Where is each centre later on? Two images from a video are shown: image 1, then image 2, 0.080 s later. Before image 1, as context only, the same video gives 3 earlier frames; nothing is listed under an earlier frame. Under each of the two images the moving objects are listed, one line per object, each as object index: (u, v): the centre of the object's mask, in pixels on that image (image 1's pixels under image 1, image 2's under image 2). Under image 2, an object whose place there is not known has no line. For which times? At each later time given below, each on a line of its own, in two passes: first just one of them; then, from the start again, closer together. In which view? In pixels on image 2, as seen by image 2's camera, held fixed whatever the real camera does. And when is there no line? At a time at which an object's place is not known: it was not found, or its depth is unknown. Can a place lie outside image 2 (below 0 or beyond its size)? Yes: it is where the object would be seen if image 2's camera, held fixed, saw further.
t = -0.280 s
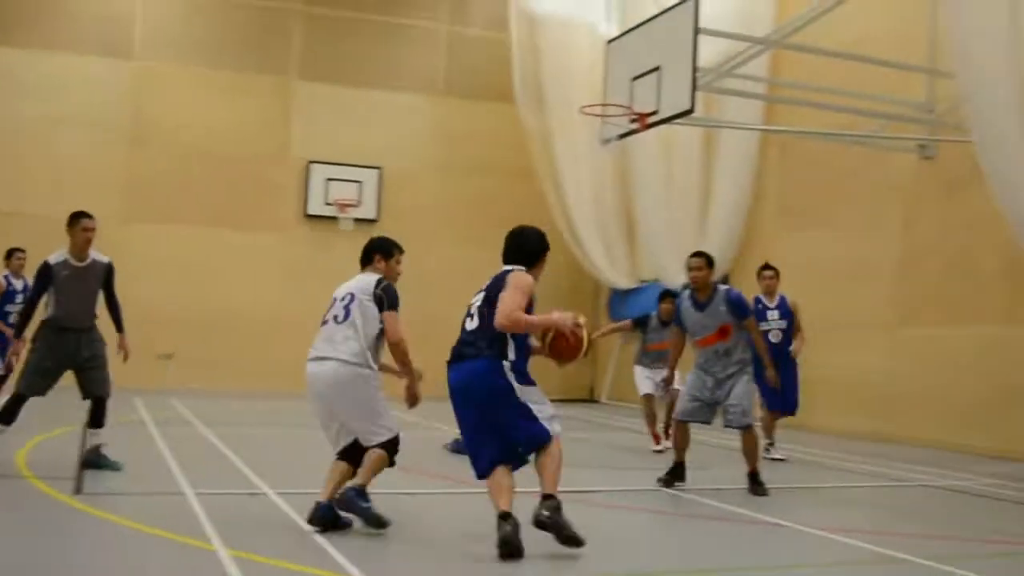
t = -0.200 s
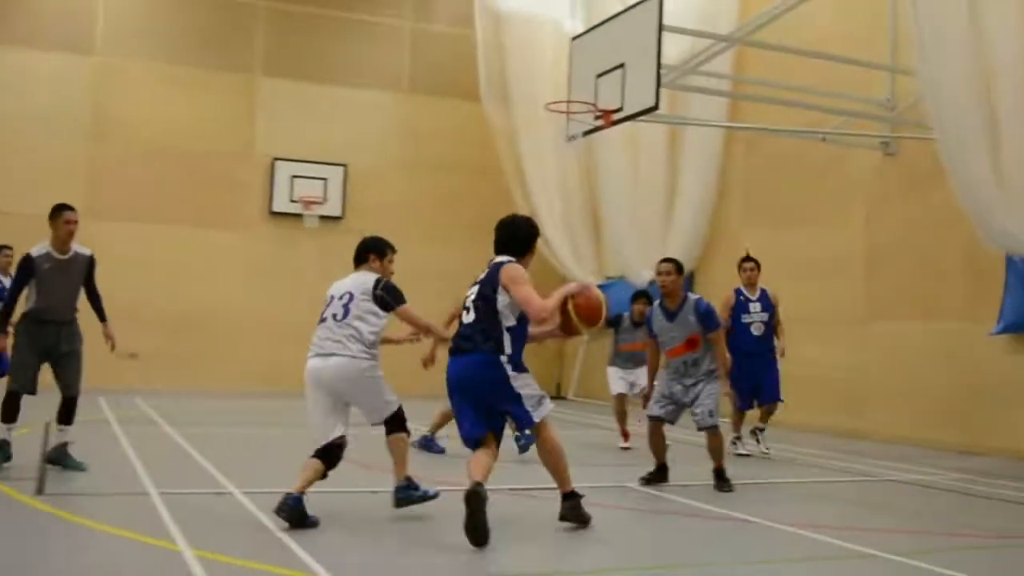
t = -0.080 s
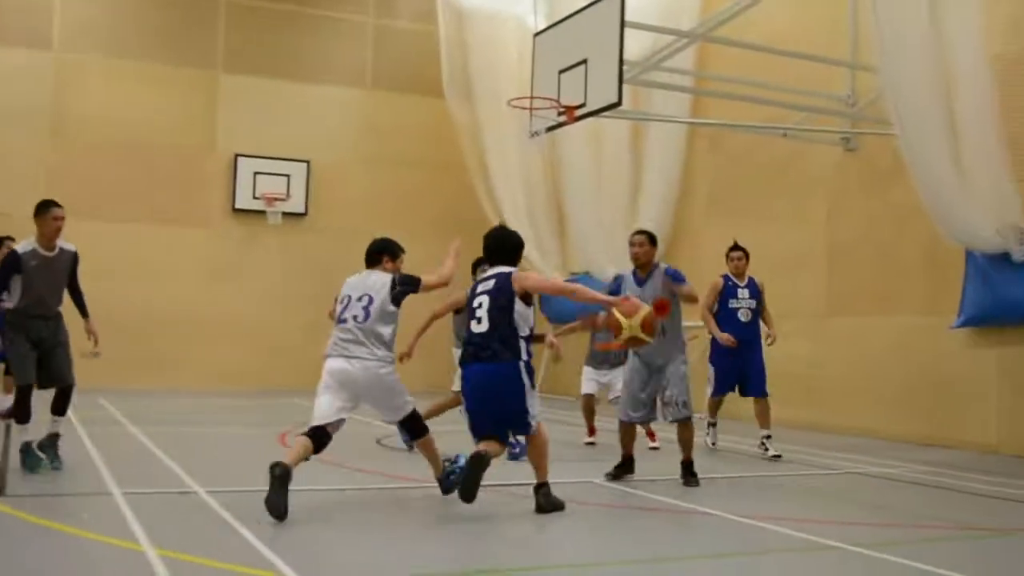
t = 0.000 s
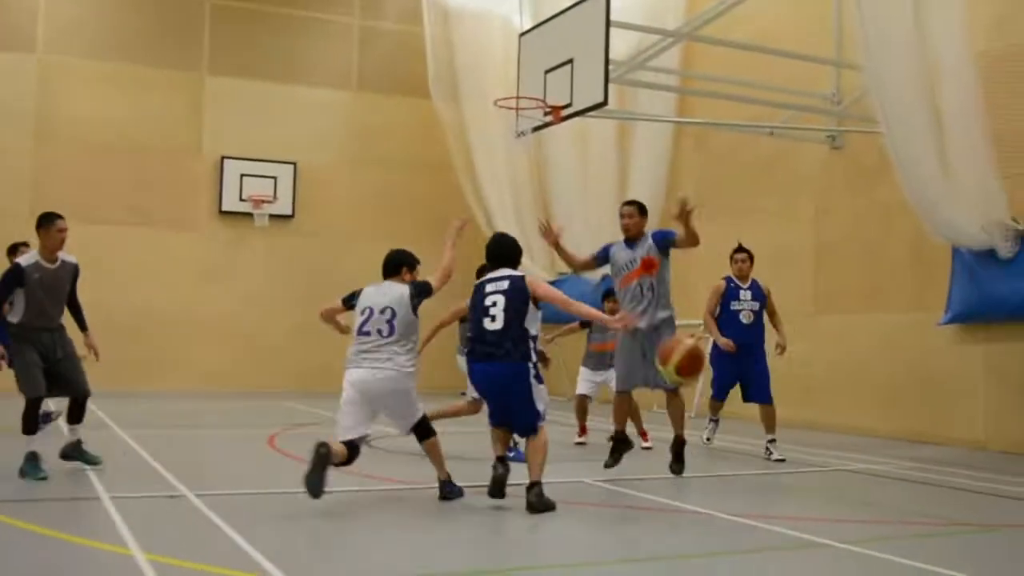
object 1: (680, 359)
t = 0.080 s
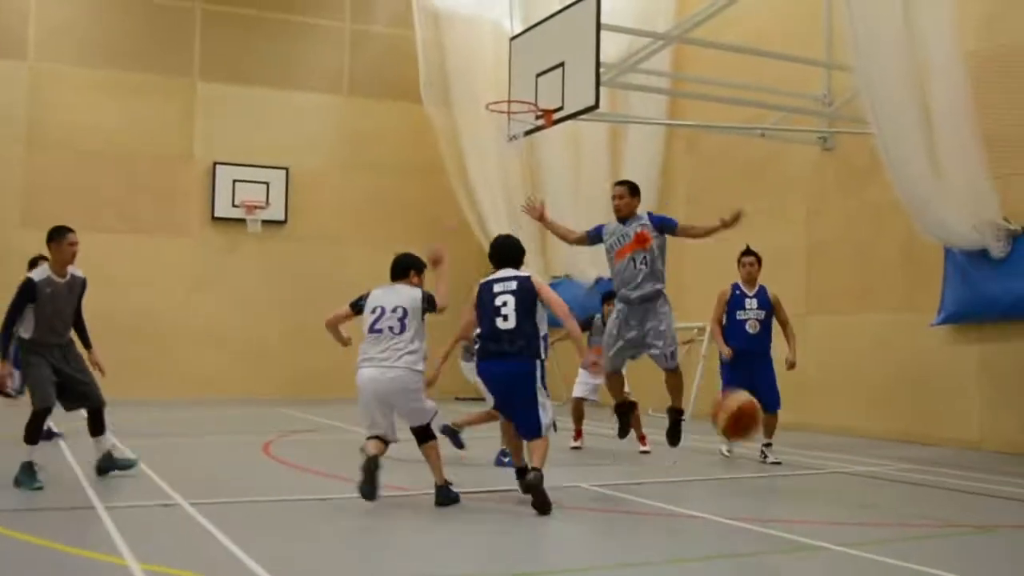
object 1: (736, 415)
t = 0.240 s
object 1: (850, 503)
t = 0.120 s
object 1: (770, 444)
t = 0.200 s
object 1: (831, 522)
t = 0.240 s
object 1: (850, 503)
